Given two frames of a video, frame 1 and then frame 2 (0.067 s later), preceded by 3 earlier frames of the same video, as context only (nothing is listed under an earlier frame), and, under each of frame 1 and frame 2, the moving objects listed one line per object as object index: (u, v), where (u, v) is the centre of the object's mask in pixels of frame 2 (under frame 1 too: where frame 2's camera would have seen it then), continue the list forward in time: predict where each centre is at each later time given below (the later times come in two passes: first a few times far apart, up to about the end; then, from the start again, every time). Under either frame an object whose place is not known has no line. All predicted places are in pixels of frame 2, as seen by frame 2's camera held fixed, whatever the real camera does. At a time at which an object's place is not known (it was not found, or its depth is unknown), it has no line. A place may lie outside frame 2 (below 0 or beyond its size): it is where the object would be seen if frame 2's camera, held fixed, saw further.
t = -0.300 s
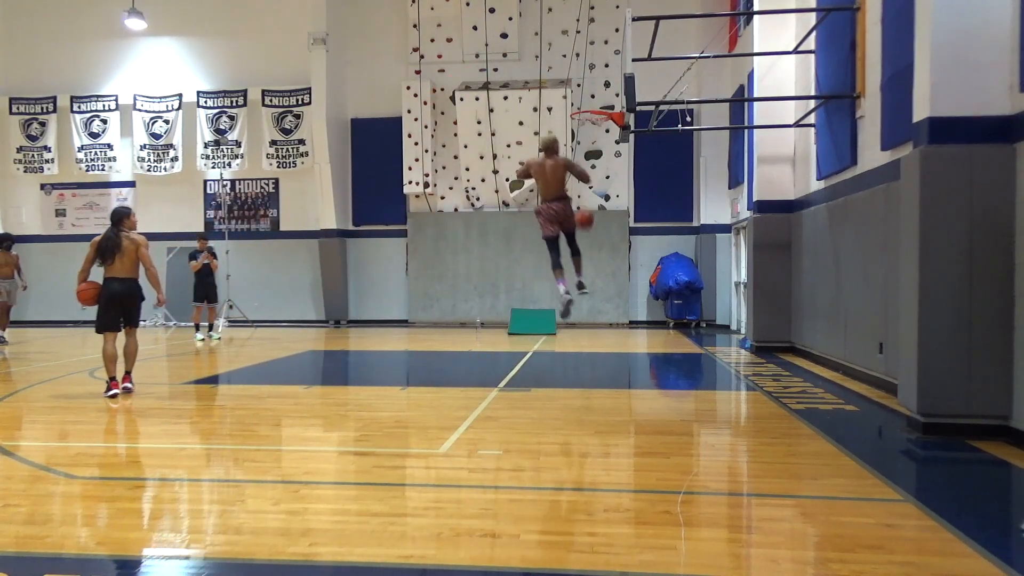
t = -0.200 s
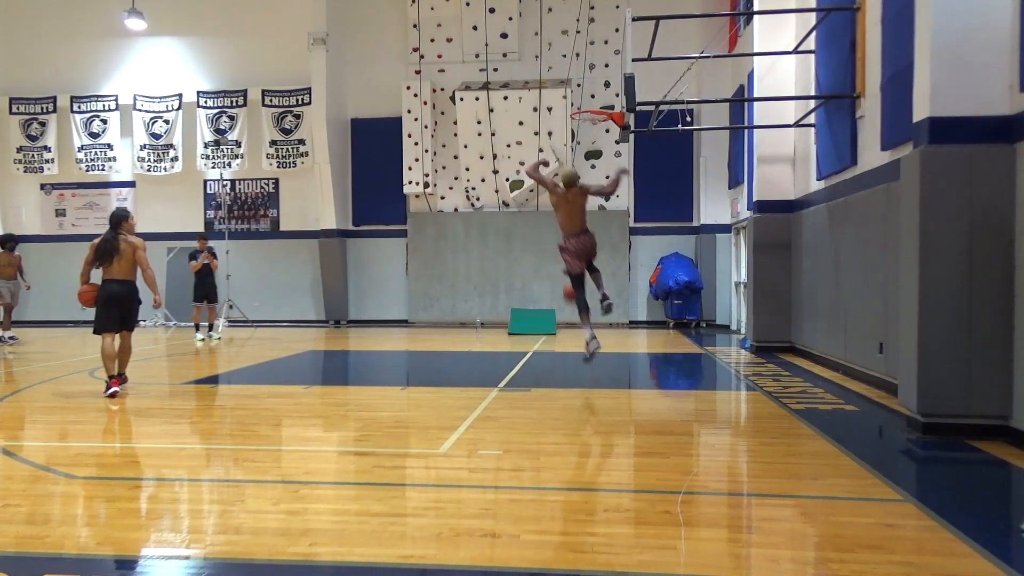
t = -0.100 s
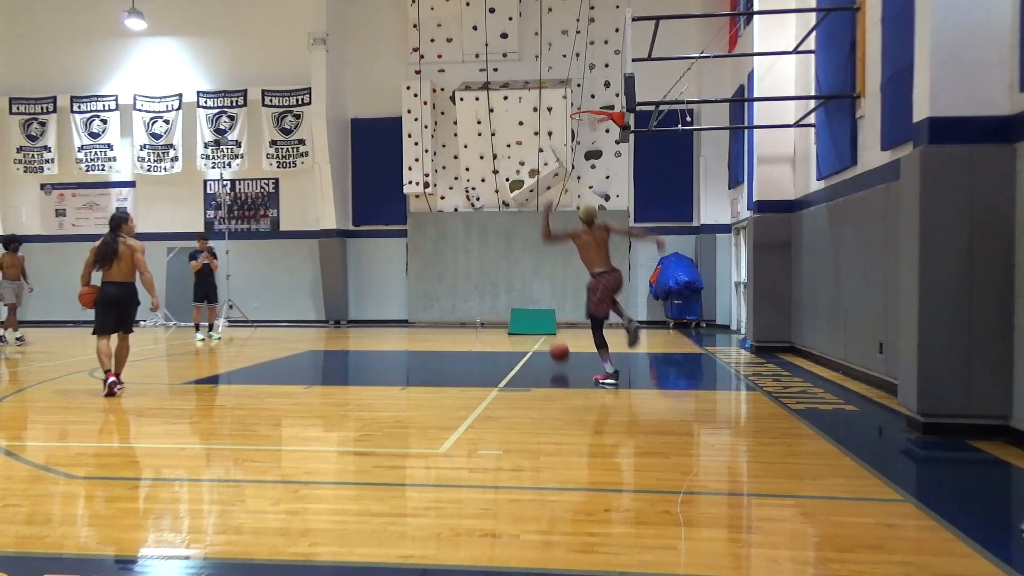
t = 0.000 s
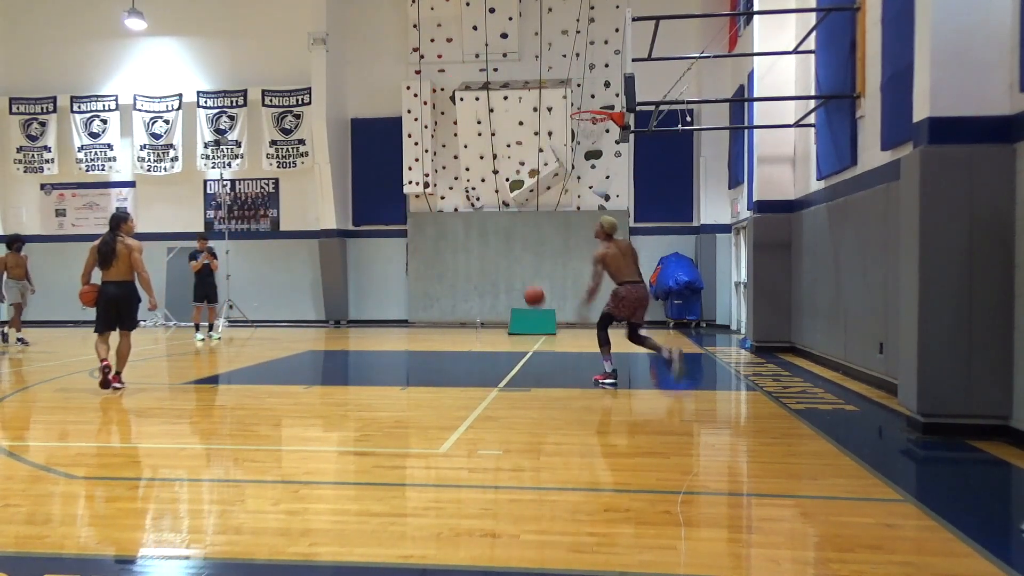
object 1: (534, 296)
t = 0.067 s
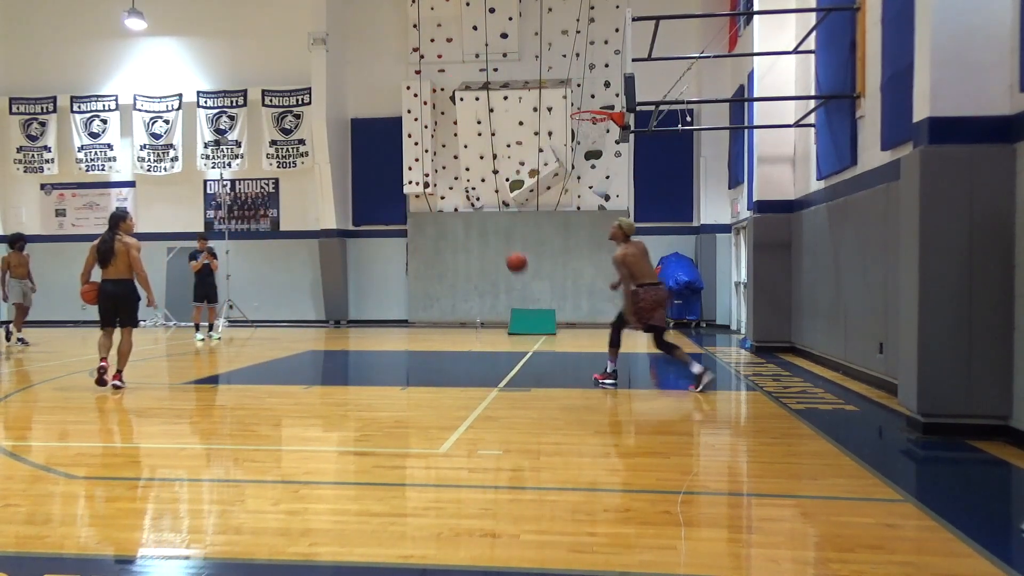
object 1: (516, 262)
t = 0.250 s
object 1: (463, 182)
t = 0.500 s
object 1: (382, 112)
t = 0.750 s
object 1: (286, 96)
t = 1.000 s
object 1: (173, 154)
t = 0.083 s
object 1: (512, 254)
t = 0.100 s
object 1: (507, 246)
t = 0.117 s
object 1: (503, 238)
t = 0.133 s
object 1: (498, 231)
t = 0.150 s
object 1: (493, 223)
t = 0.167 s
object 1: (488, 216)
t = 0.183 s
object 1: (484, 209)
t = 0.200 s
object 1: (479, 202)
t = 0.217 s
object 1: (474, 195)
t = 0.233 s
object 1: (469, 189)
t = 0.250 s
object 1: (463, 182)
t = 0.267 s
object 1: (458, 175)
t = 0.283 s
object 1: (454, 170)
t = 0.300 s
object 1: (449, 164)
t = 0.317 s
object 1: (443, 159)
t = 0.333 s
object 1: (438, 153)
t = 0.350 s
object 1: (433, 148)
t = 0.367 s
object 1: (428, 143)
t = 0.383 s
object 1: (422, 138)
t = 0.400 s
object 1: (416, 133)
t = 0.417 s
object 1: (410, 129)
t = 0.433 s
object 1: (405, 125)
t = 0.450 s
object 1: (399, 122)
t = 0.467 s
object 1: (394, 118)
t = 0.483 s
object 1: (388, 115)
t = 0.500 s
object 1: (382, 112)
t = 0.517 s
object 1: (376, 109)
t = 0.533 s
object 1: (370, 106)
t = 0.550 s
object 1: (364, 103)
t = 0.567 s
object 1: (358, 101)
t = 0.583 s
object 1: (352, 99)
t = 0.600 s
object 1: (346, 98)
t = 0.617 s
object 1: (339, 96)
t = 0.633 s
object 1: (332, 95)
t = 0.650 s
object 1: (327, 94)
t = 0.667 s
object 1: (320, 95)
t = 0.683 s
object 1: (313, 94)
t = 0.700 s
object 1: (307, 94)
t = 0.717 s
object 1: (300, 94)
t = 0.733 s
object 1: (293, 95)
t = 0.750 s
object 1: (286, 96)
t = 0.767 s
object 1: (280, 97)
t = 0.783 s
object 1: (271, 99)
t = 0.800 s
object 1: (265, 101)
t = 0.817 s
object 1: (258, 103)
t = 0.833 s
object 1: (251, 106)
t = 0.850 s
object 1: (244, 109)
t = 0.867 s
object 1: (236, 113)
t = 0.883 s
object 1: (228, 116)
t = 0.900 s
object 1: (220, 121)
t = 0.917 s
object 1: (213, 124)
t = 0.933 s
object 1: (205, 130)
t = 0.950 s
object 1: (196, 135)
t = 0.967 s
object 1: (190, 140)
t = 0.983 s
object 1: (181, 147)
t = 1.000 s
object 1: (173, 154)
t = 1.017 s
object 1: (165, 160)
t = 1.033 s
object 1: (156, 168)
